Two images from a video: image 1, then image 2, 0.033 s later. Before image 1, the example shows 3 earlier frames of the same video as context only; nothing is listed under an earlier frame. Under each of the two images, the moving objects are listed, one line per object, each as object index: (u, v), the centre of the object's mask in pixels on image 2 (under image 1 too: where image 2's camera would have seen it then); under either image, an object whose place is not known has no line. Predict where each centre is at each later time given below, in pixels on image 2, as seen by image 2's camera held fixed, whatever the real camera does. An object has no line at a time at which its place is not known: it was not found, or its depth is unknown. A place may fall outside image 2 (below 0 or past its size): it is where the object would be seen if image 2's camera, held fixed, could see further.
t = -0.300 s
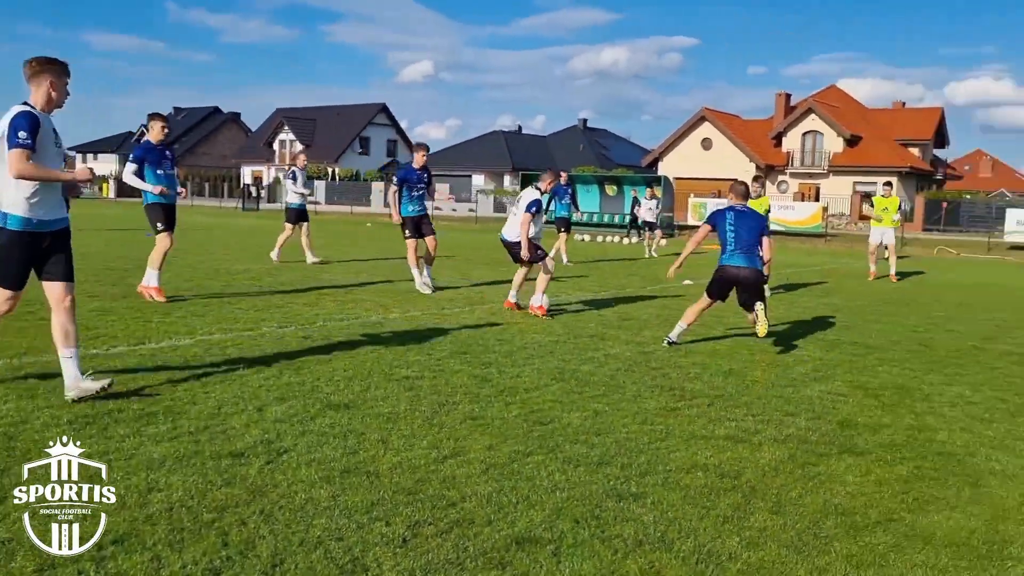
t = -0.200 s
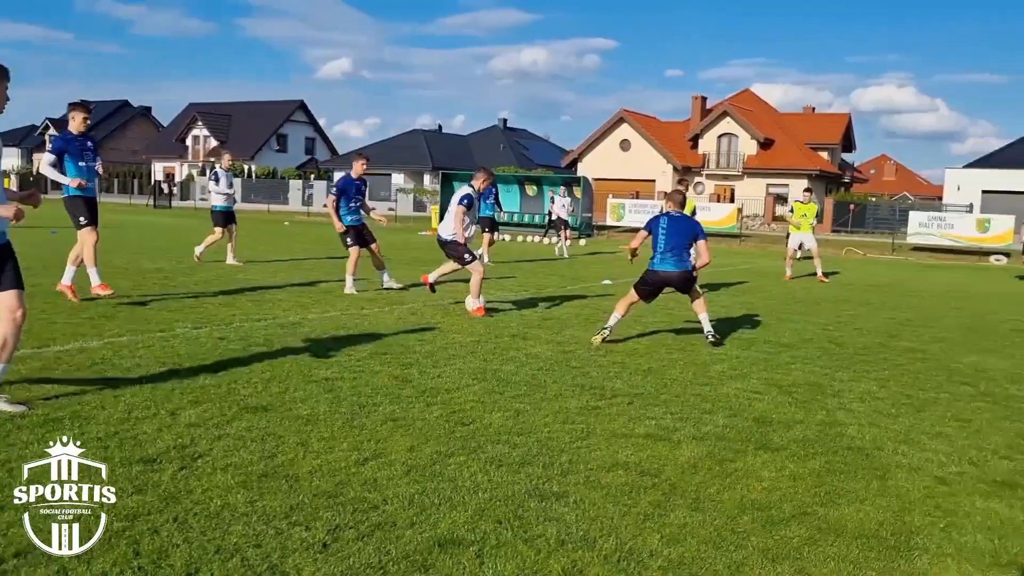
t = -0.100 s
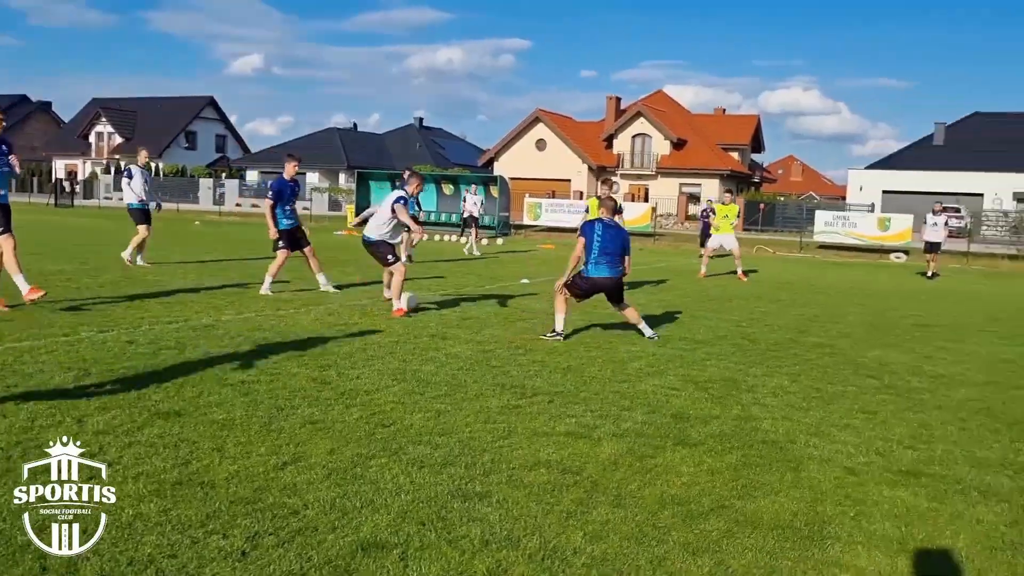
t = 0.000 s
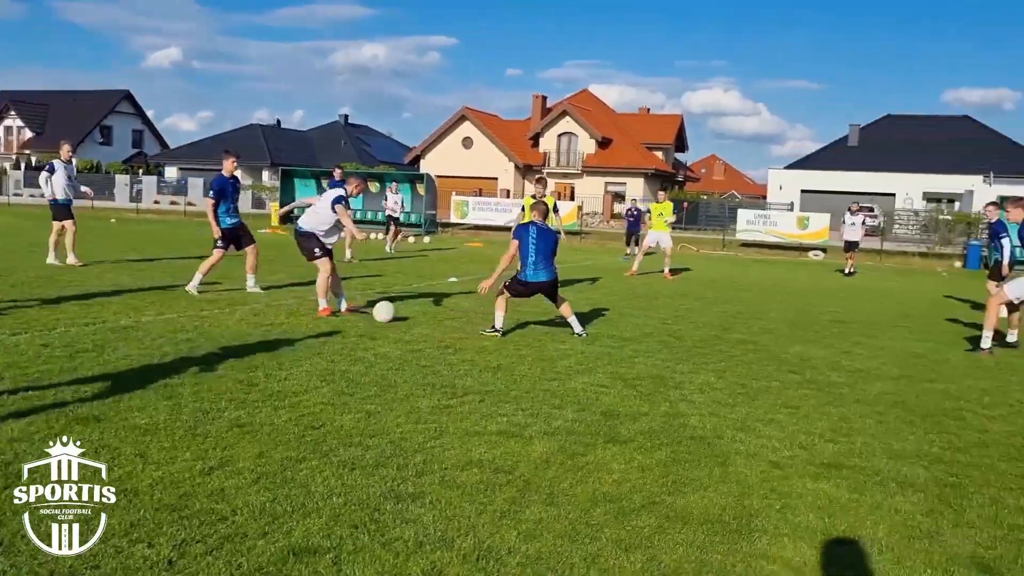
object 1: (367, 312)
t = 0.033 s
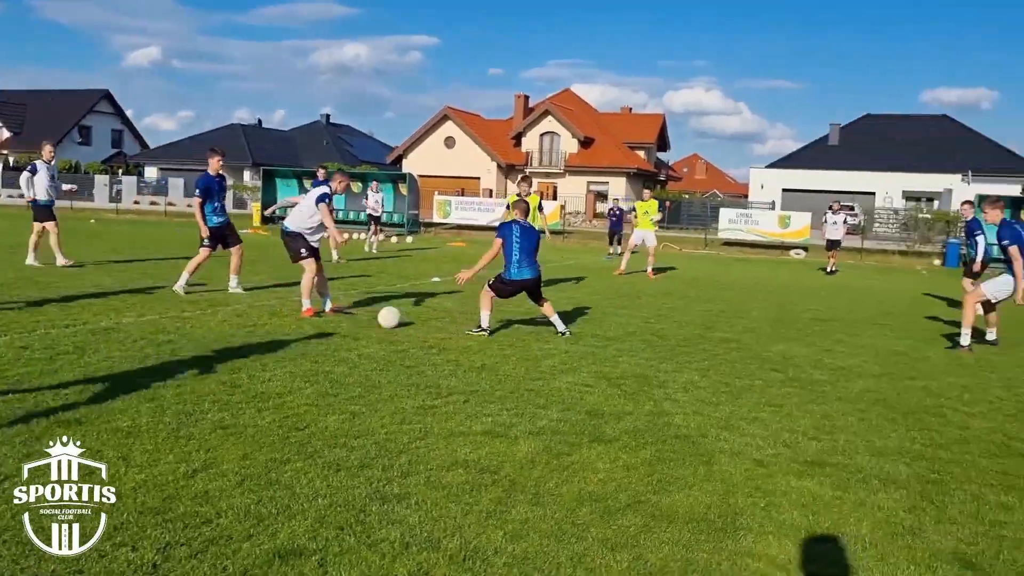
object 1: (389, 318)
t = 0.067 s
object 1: (411, 322)
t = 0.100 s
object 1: (434, 326)
